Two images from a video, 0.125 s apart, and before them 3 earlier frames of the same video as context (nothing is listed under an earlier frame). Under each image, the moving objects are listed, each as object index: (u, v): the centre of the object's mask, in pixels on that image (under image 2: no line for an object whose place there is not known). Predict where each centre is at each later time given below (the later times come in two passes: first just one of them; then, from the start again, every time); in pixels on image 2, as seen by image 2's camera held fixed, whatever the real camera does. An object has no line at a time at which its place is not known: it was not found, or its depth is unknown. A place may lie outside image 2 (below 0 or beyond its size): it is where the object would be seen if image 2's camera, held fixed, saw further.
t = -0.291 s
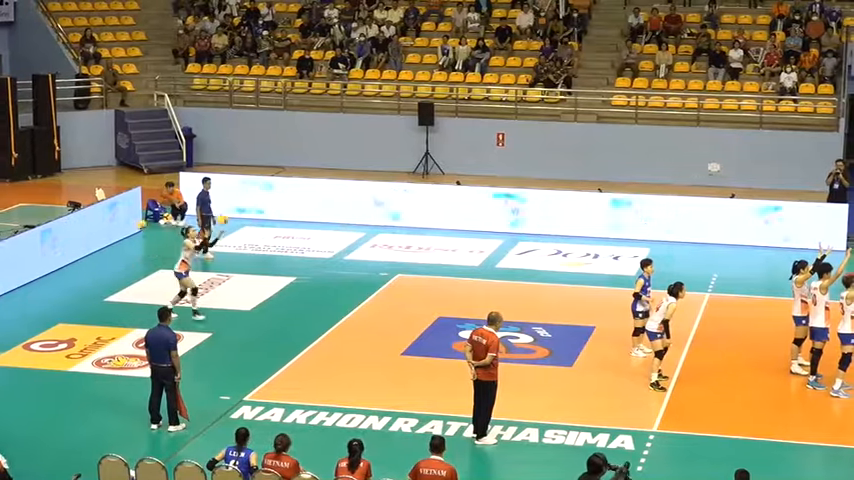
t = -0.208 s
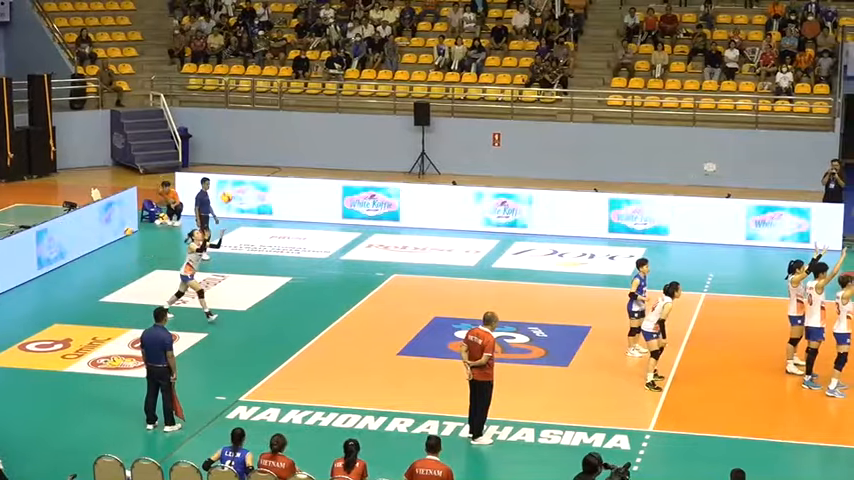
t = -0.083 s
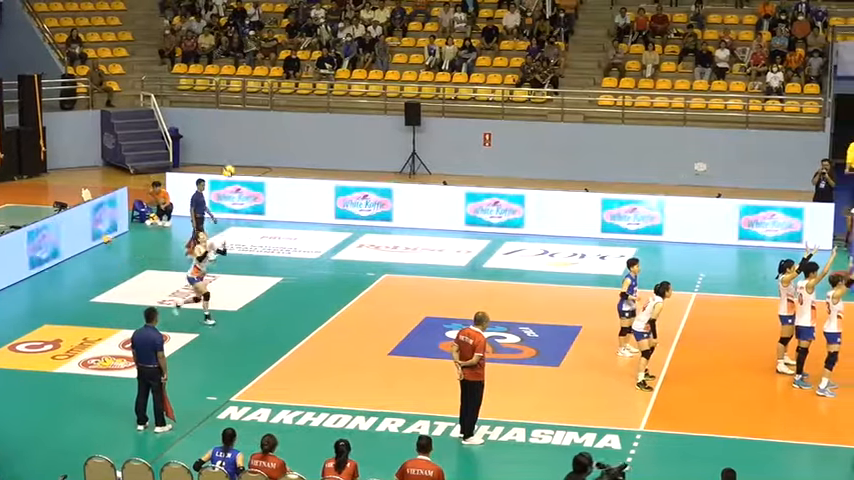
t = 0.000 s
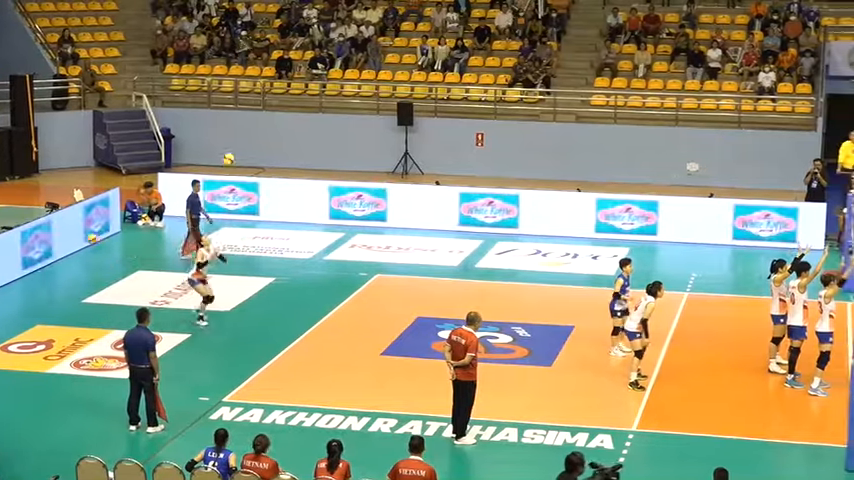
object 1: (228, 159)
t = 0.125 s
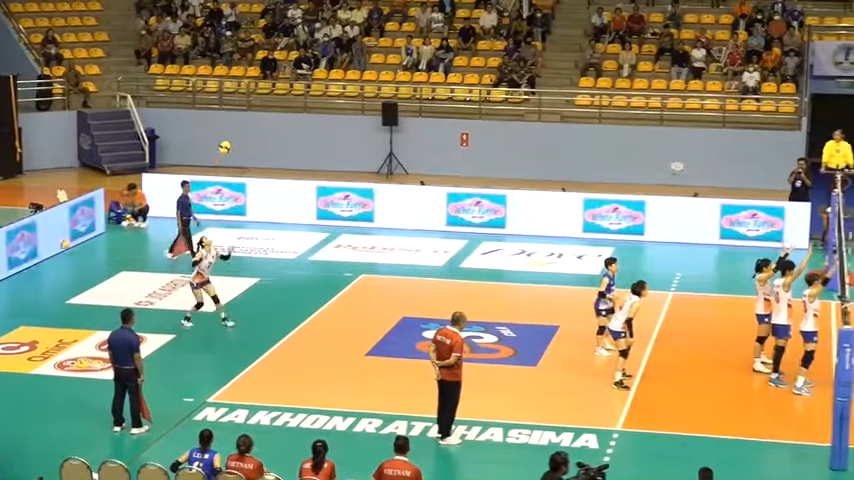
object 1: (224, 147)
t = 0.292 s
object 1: (236, 144)
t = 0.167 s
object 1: (227, 145)
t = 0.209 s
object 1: (230, 144)
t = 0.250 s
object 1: (233, 143)
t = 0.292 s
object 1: (236, 144)
